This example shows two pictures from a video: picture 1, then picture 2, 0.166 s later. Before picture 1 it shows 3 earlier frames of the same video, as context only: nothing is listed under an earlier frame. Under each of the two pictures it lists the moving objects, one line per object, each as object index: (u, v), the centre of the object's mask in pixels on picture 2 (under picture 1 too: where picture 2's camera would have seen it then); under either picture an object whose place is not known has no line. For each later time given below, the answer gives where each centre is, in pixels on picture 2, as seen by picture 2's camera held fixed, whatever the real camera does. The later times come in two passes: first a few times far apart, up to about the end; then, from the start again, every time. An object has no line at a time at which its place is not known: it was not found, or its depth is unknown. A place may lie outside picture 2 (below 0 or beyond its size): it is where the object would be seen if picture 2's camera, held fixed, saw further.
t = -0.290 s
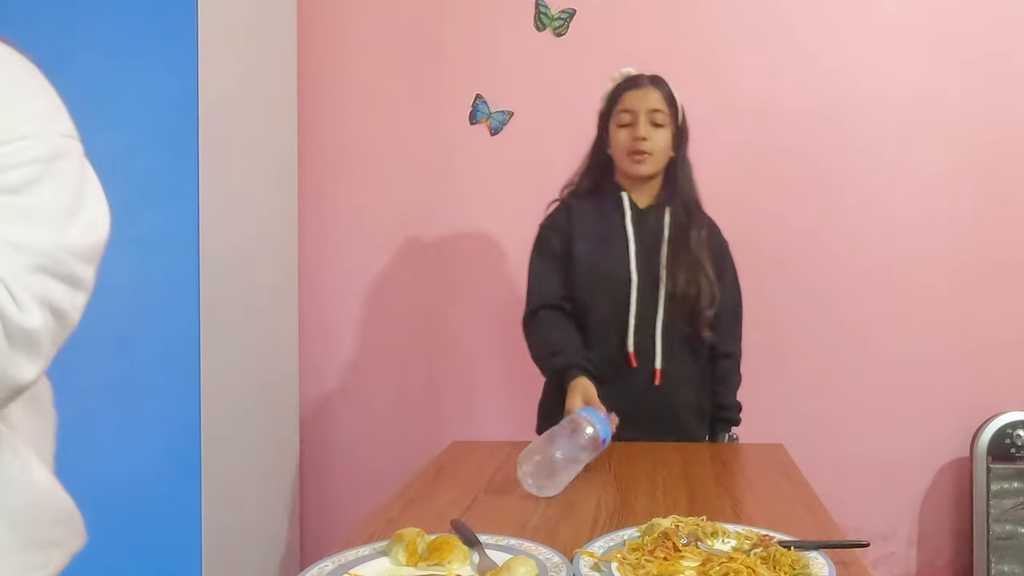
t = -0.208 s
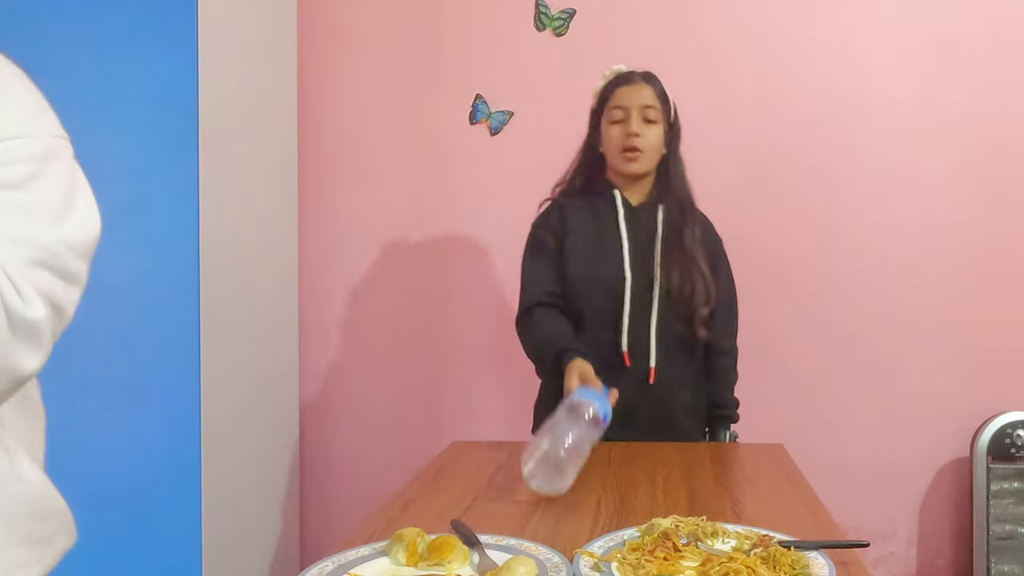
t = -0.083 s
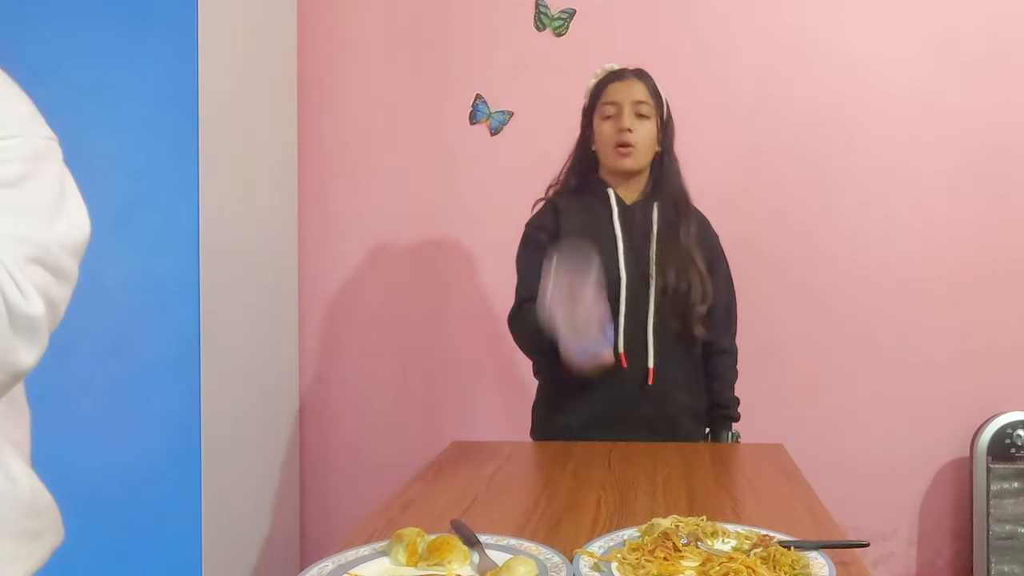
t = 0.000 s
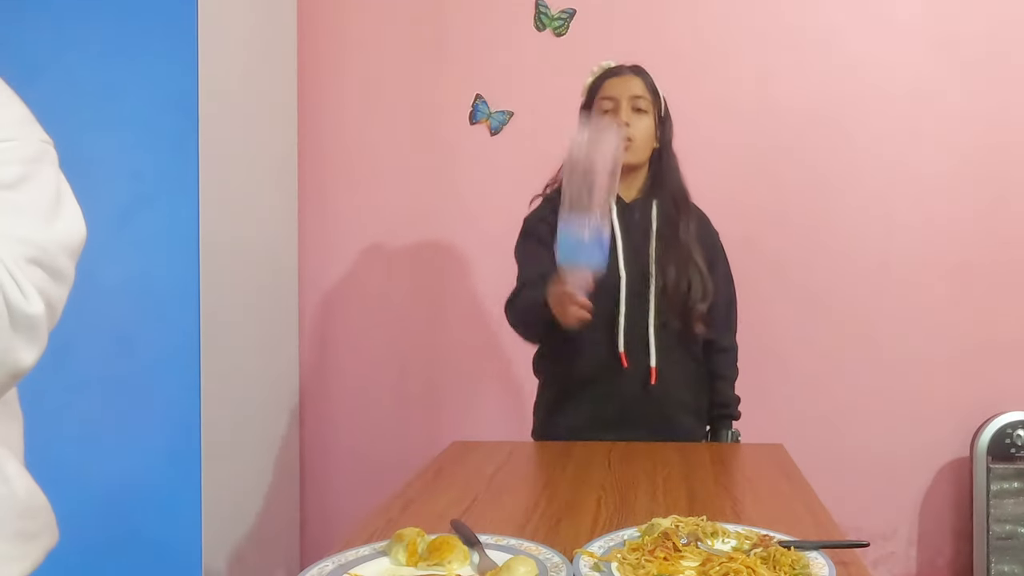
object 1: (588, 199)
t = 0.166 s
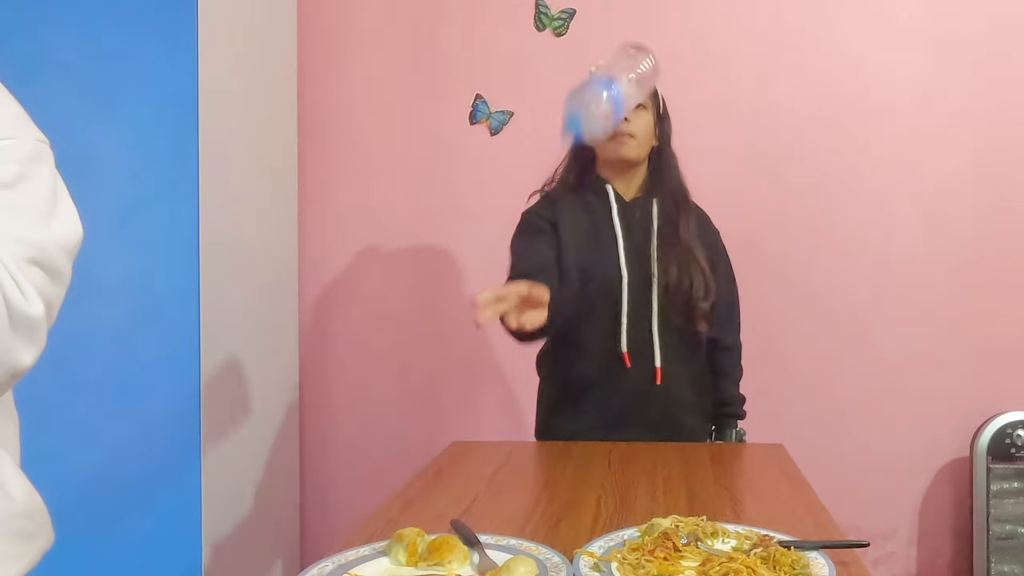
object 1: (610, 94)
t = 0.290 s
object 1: (629, 125)
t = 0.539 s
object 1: (659, 417)
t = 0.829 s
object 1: (663, 429)
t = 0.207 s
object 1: (615, 90)
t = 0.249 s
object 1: (623, 102)
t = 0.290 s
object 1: (629, 125)
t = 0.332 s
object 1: (637, 155)
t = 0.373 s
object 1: (643, 200)
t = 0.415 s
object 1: (649, 251)
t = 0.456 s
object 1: (652, 319)
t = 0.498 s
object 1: (656, 386)
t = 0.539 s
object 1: (659, 417)
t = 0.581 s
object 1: (664, 413)
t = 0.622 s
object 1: (669, 403)
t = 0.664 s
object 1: (673, 399)
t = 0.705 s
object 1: (673, 399)
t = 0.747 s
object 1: (669, 406)
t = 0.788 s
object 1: (664, 418)
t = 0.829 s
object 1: (663, 429)
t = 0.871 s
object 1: (666, 430)
